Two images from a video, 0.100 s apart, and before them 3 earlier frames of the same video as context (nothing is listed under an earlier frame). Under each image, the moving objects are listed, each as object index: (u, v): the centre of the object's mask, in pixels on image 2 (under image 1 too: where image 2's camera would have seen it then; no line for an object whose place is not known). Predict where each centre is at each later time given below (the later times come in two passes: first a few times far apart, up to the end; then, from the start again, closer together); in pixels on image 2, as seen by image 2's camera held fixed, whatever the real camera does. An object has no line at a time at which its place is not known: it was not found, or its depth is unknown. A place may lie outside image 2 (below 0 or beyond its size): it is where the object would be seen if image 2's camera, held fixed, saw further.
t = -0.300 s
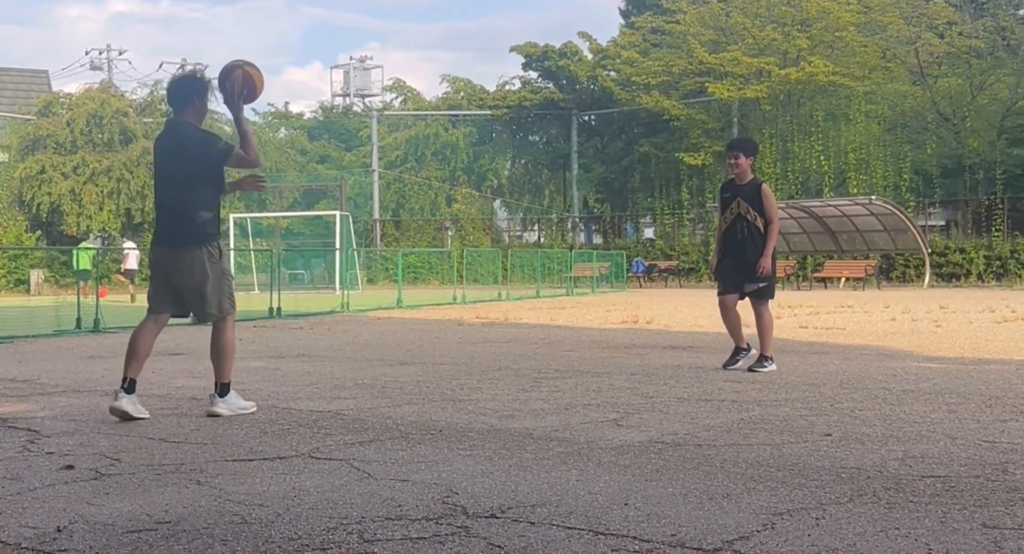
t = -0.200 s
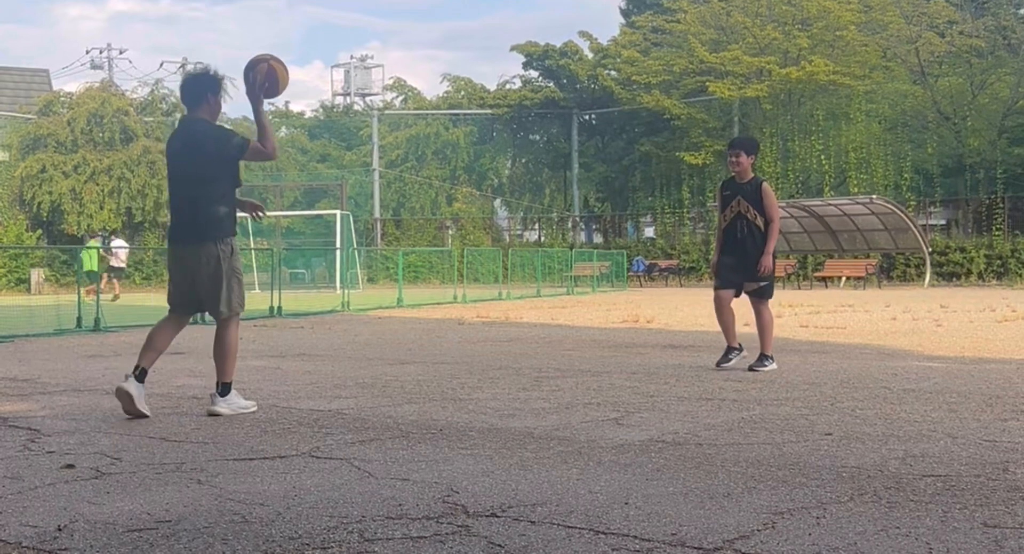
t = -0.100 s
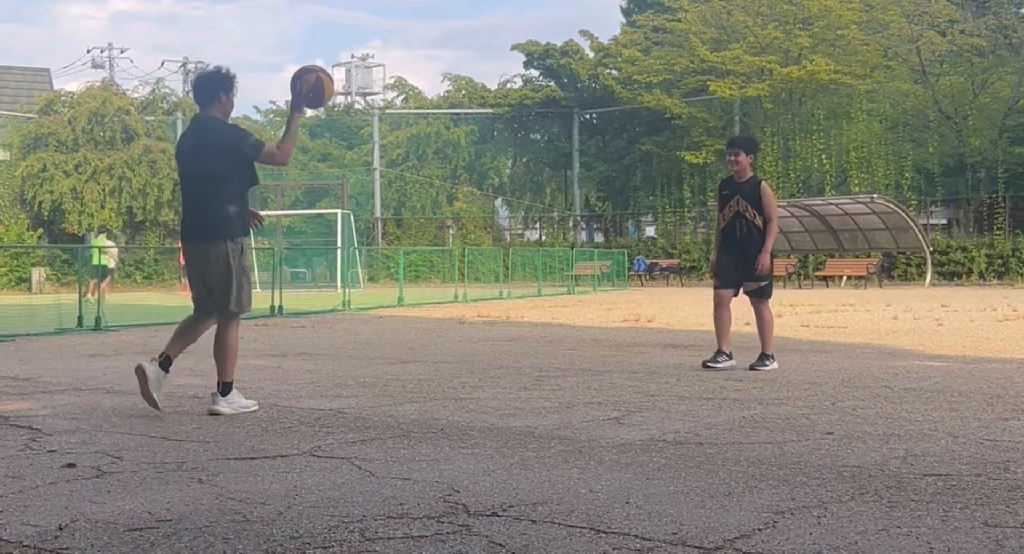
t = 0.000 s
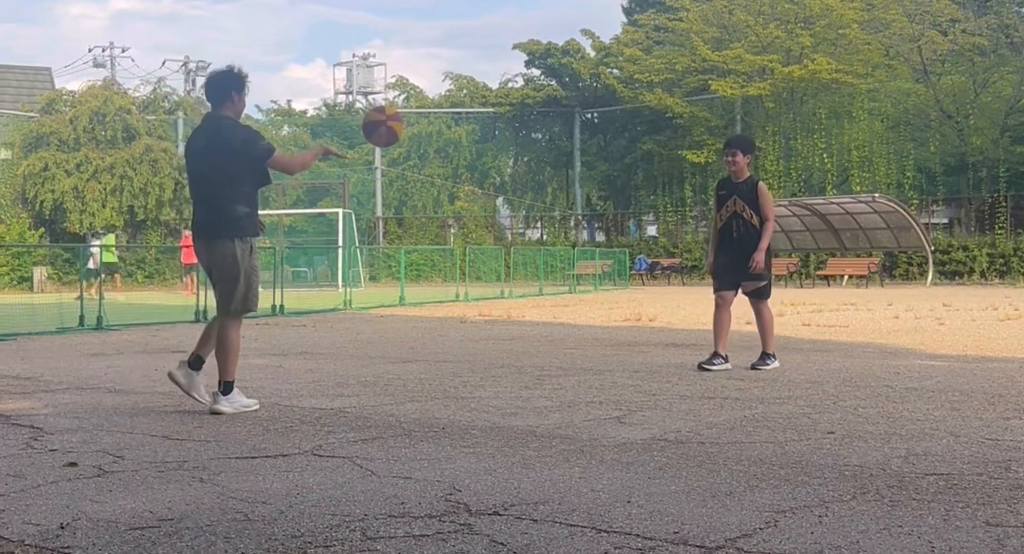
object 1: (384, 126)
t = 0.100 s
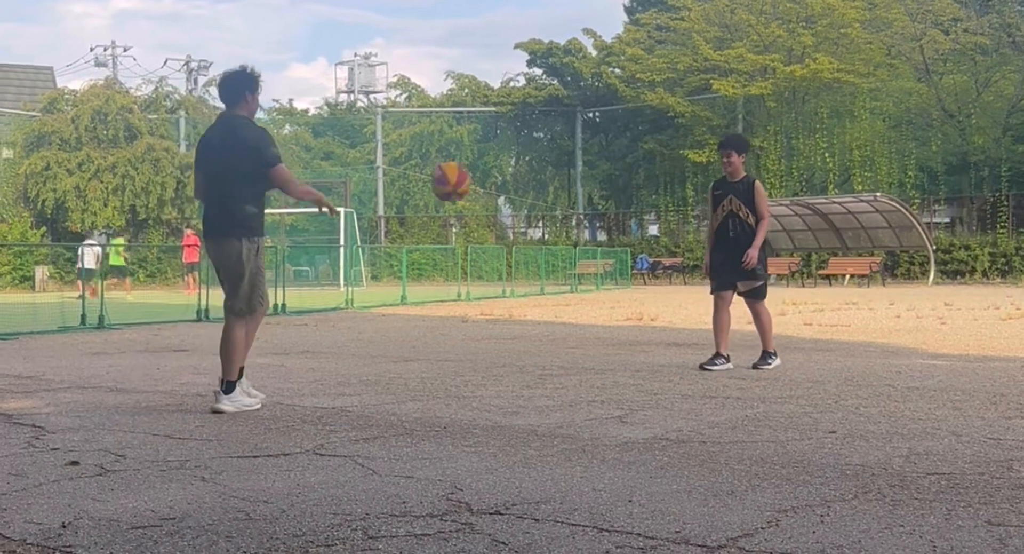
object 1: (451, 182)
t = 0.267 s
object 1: (547, 299)
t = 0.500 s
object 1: (613, 278)
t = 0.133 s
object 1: (471, 202)
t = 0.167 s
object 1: (489, 224)
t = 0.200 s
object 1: (510, 248)
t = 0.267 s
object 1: (547, 299)
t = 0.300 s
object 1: (565, 325)
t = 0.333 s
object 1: (583, 353)
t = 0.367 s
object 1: (595, 362)
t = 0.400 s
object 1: (599, 338)
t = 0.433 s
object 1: (605, 316)
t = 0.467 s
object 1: (609, 296)
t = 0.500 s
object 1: (613, 278)
